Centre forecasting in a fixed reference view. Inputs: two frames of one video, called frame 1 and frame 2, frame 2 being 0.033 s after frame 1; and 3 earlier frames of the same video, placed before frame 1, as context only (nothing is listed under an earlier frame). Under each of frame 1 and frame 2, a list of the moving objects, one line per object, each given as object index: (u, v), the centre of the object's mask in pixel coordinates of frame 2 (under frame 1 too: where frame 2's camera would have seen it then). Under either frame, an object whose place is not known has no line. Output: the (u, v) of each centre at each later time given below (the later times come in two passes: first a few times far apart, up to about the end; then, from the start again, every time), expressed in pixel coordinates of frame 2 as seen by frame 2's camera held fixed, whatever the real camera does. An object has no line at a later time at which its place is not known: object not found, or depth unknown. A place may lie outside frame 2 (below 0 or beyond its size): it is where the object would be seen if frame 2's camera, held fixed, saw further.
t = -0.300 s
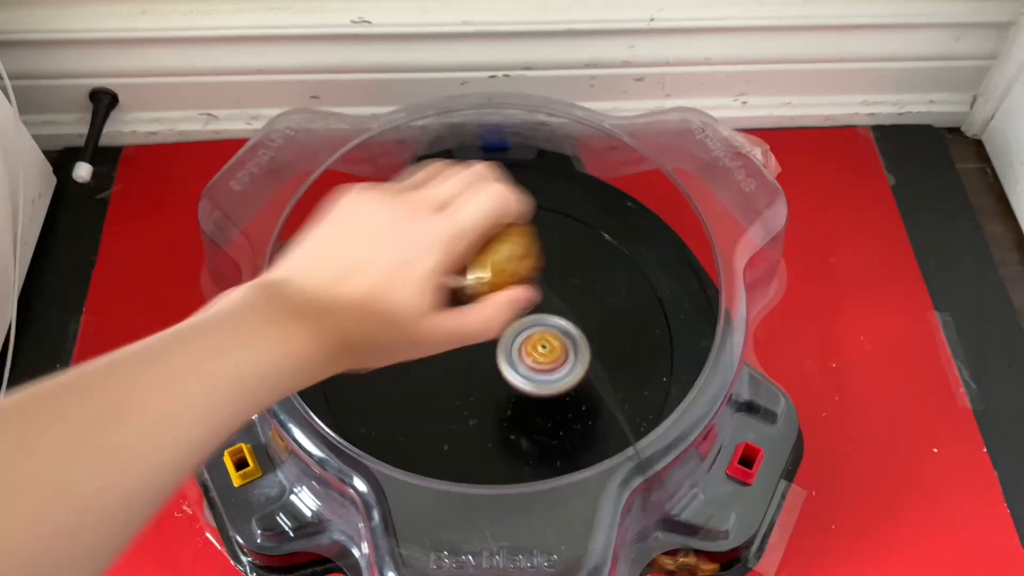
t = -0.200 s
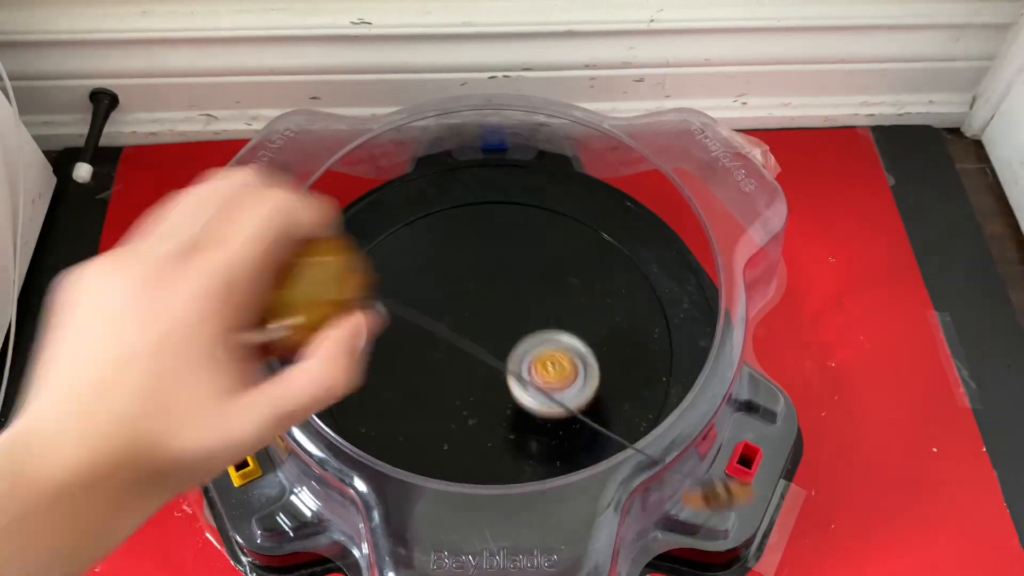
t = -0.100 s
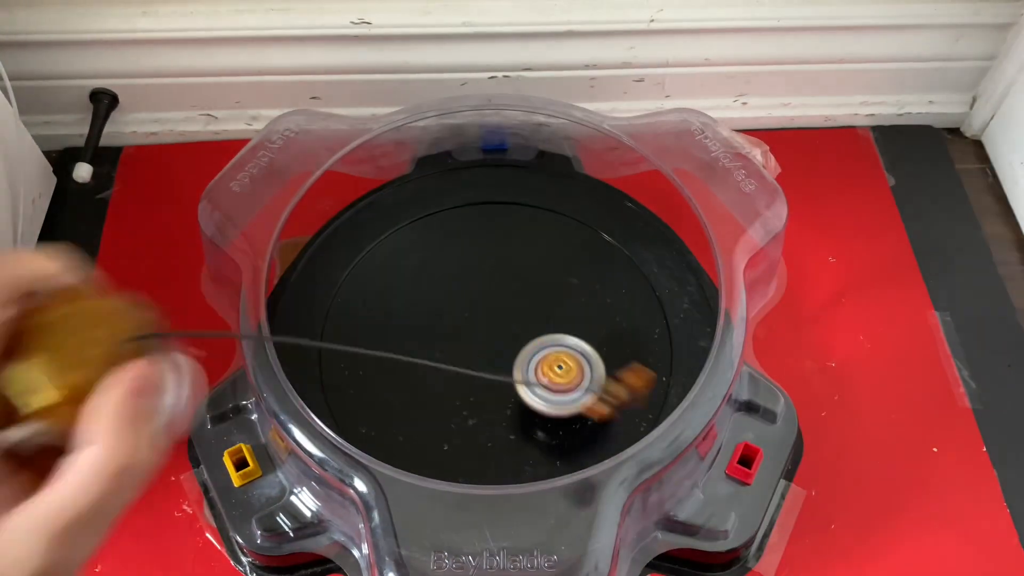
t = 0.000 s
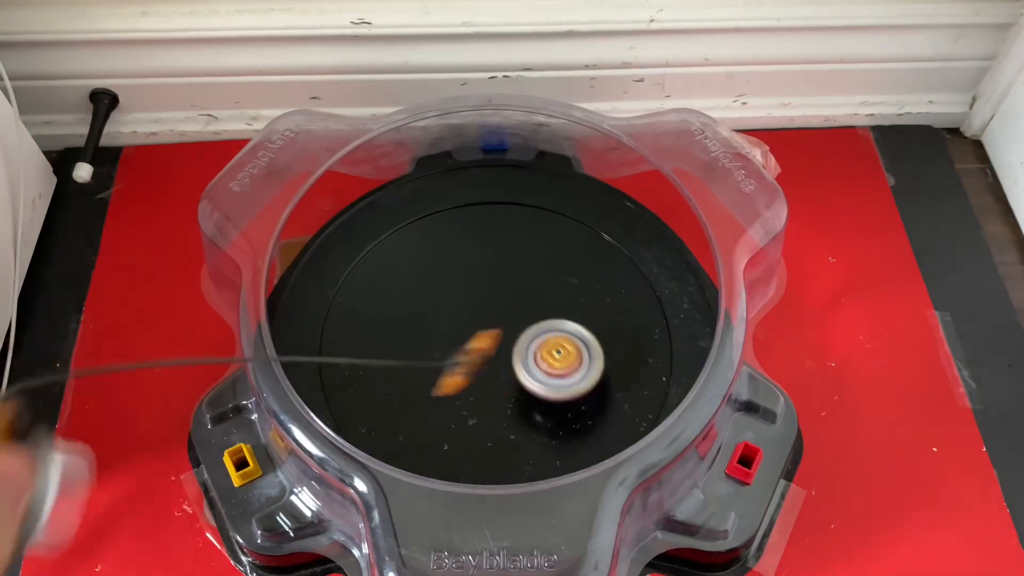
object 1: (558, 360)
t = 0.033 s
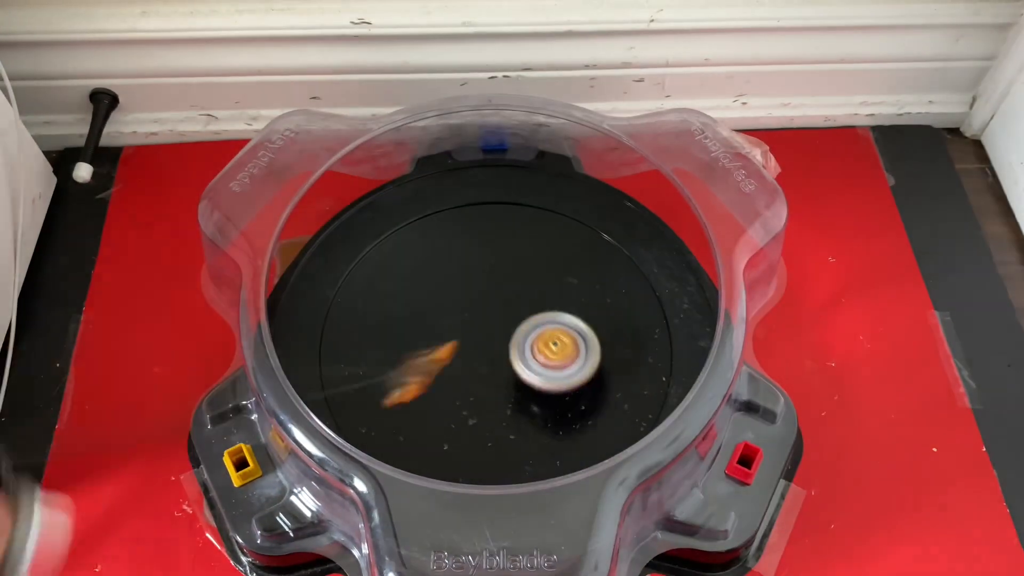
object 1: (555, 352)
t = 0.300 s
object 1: (472, 296)
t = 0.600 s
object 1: (412, 369)
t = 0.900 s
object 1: (550, 381)
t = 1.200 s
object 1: (522, 263)
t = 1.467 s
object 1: (399, 298)
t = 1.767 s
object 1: (487, 416)
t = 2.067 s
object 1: (594, 304)
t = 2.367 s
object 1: (459, 253)
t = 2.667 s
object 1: (444, 383)
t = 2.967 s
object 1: (582, 354)
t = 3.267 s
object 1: (511, 270)
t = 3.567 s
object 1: (456, 357)
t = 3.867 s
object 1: (556, 370)
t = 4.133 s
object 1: (533, 303)
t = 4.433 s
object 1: (448, 345)
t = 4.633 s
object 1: (480, 409)
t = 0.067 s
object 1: (550, 343)
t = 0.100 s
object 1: (543, 334)
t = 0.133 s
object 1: (534, 324)
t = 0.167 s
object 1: (524, 316)
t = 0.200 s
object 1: (512, 308)
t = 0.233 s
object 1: (499, 302)
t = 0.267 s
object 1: (486, 298)
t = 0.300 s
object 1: (472, 296)
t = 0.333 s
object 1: (458, 296)
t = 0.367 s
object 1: (445, 299)
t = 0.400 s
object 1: (434, 304)
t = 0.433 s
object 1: (424, 311)
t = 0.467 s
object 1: (415, 320)
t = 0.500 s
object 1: (410, 331)
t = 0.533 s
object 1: (407, 343)
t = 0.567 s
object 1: (408, 357)
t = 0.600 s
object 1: (412, 369)
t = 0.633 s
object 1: (421, 382)
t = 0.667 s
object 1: (433, 394)
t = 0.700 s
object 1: (447, 402)
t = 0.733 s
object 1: (465, 407)
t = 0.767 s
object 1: (484, 409)
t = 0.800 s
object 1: (503, 407)
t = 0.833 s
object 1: (520, 402)
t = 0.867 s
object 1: (536, 392)
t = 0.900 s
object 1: (550, 381)
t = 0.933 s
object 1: (561, 368)
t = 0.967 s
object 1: (568, 353)
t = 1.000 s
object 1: (571, 338)
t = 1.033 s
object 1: (570, 322)
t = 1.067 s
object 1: (567, 306)
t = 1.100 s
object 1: (560, 293)
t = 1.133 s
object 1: (550, 281)
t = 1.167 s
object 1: (537, 271)
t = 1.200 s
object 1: (522, 263)
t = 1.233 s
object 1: (505, 257)
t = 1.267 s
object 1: (488, 254)
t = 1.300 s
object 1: (470, 254)
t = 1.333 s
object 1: (453, 257)
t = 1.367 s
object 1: (436, 264)
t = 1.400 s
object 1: (421, 272)
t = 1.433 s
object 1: (408, 284)
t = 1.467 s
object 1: (399, 298)
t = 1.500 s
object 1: (393, 314)
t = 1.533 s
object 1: (391, 331)
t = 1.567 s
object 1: (394, 349)
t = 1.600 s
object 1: (401, 367)
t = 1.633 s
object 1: (412, 383)
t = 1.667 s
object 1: (427, 396)
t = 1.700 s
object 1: (445, 407)
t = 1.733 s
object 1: (465, 414)
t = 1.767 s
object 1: (487, 416)
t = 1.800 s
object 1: (510, 415)
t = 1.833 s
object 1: (531, 409)
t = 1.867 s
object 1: (551, 400)
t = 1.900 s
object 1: (568, 388)
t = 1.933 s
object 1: (581, 373)
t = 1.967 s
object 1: (590, 357)
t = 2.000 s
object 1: (595, 339)
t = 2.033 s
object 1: (597, 322)
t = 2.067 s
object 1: (594, 304)
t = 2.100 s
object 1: (588, 288)
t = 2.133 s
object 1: (578, 273)
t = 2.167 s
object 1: (565, 261)
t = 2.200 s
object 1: (549, 251)
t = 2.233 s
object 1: (531, 245)
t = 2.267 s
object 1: (513, 242)
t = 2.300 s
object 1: (494, 243)
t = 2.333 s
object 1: (476, 247)
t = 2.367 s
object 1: (459, 253)
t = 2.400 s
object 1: (444, 263)
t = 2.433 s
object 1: (431, 275)
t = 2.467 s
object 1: (421, 290)
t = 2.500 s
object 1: (415, 305)
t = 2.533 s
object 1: (413, 322)
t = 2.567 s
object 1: (415, 339)
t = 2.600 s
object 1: (421, 356)
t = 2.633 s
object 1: (431, 370)
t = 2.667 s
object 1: (444, 383)
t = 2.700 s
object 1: (460, 392)
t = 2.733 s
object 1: (478, 399)
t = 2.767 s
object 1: (497, 402)
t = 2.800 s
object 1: (516, 401)
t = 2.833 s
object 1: (534, 396)
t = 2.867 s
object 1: (551, 389)
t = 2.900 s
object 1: (564, 379)
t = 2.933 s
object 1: (574, 367)
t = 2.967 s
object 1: (582, 354)
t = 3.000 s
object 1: (586, 340)
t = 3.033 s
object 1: (586, 326)
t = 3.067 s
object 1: (583, 312)
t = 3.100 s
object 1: (577, 299)
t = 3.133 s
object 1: (567, 288)
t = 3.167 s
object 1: (555, 279)
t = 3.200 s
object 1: (541, 273)
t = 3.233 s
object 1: (526, 270)
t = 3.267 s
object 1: (511, 270)
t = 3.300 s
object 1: (496, 272)
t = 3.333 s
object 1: (482, 278)
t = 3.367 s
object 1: (471, 286)
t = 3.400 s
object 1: (462, 296)
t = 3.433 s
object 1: (455, 307)
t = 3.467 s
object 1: (451, 319)
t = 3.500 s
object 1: (450, 332)
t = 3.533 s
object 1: (451, 345)
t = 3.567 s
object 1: (456, 357)
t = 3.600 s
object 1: (463, 369)
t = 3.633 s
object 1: (472, 378)
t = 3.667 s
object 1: (483, 385)
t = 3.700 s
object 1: (496, 389)
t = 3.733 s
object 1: (509, 390)
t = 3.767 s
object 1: (523, 389)
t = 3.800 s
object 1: (536, 385)
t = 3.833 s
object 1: (547, 378)
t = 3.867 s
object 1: (556, 370)
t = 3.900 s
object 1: (563, 360)
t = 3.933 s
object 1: (566, 350)
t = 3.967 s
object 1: (567, 339)
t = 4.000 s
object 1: (565, 328)
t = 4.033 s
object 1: (560, 319)
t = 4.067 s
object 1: (552, 311)
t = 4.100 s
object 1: (542, 306)
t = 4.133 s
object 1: (533, 303)
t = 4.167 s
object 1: (523, 301)
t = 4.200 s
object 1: (512, 300)
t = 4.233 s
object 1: (501, 301)
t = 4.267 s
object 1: (489, 304)
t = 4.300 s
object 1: (479, 309)
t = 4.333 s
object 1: (468, 315)
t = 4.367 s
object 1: (459, 324)
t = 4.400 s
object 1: (452, 334)
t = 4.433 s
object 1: (448, 345)
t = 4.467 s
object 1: (446, 357)
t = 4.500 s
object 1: (447, 370)
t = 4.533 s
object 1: (451, 382)
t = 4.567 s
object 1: (458, 394)
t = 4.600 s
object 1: (468, 402)
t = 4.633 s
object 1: (480, 409)
